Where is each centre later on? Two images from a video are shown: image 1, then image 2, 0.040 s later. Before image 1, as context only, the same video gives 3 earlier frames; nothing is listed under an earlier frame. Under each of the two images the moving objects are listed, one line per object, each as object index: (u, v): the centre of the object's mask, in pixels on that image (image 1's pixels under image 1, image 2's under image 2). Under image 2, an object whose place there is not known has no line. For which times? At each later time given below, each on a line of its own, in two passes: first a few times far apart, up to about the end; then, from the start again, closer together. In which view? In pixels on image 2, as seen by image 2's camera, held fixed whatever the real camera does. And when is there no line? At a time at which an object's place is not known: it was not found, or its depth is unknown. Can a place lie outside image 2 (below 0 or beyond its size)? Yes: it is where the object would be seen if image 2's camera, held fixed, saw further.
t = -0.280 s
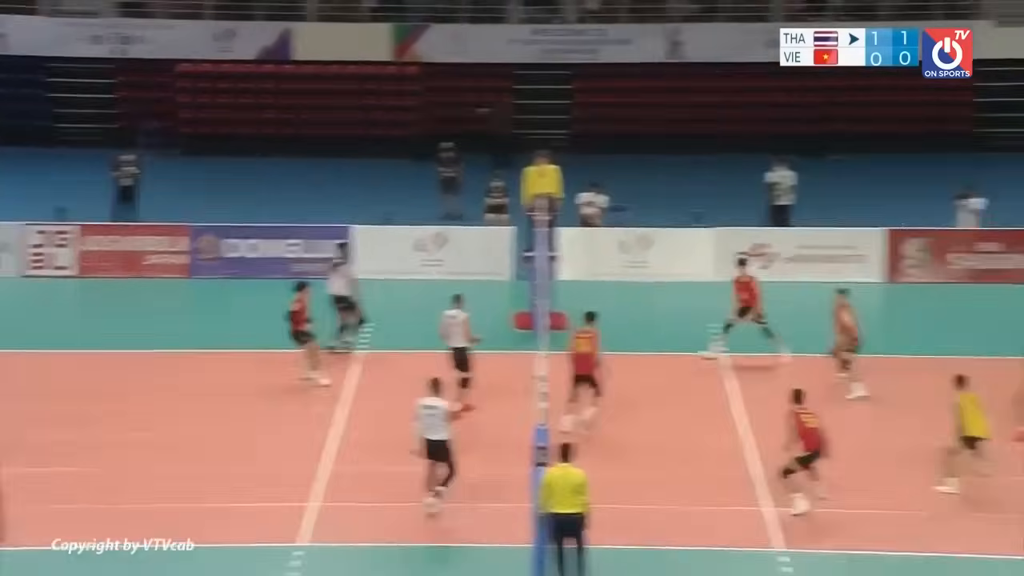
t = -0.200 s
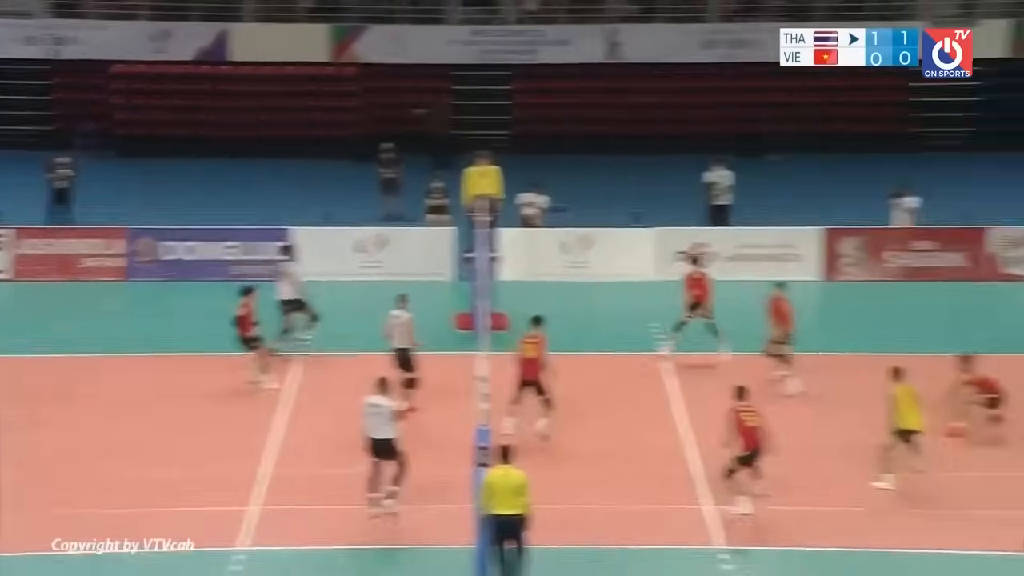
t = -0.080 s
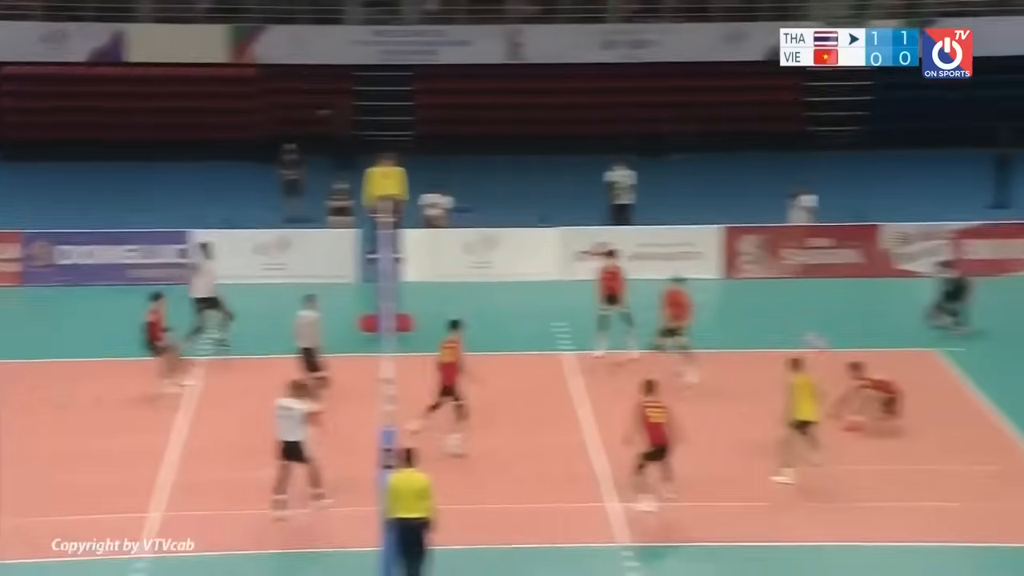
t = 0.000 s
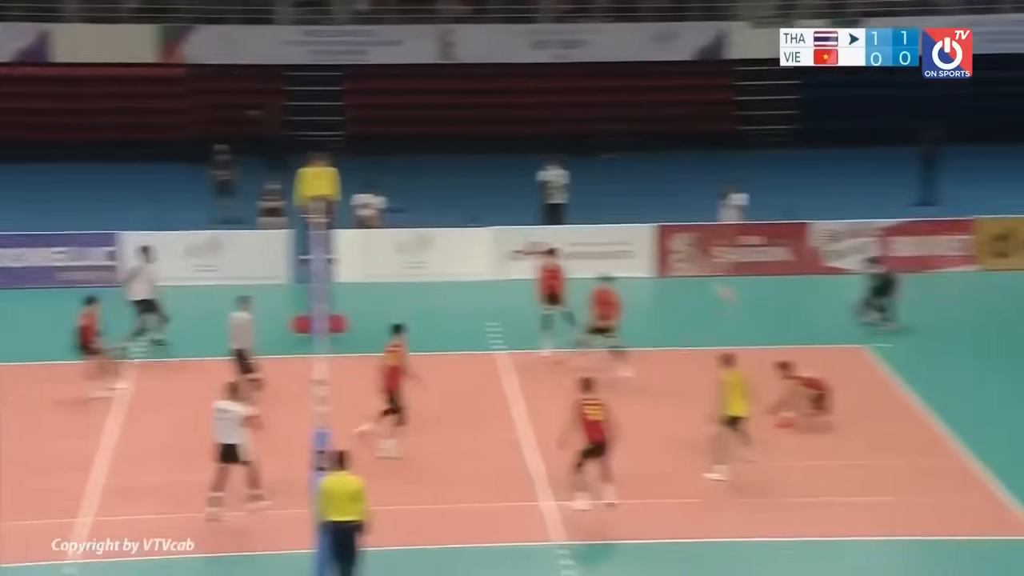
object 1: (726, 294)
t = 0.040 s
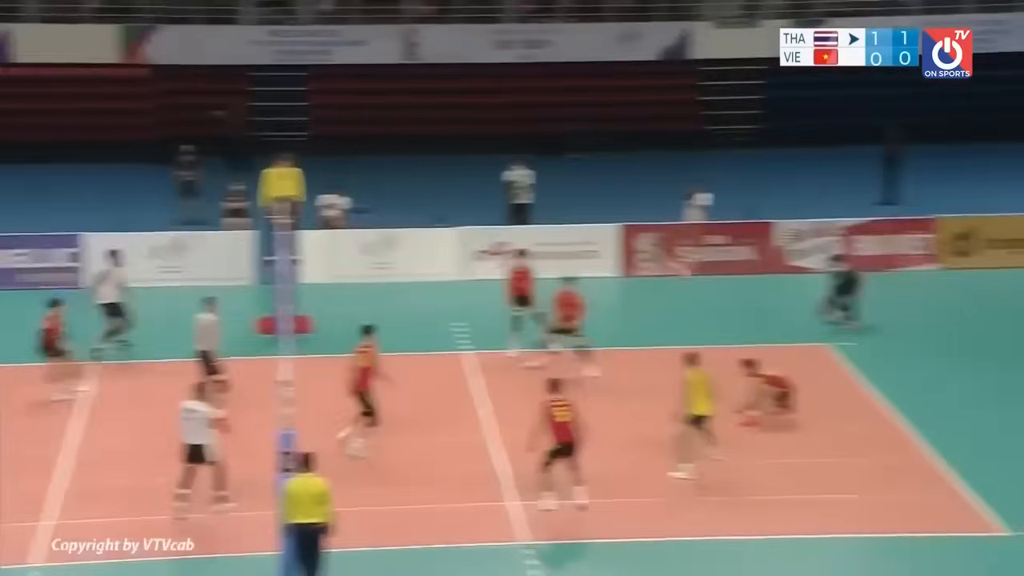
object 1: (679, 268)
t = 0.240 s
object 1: (633, 181)
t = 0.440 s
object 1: (588, 117)
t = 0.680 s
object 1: (538, 73)
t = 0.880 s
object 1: (498, 66)
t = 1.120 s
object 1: (451, 90)
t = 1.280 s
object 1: (420, 126)
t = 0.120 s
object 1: (662, 231)
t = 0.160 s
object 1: (650, 214)
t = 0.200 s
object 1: (640, 197)
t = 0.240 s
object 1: (633, 181)
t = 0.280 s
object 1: (623, 167)
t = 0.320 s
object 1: (614, 153)
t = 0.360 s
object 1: (606, 140)
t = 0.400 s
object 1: (597, 128)
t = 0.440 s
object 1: (588, 117)
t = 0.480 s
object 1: (580, 108)
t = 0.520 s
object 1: (572, 99)
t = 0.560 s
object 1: (563, 91)
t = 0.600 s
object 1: (555, 84)
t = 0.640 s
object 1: (546, 79)
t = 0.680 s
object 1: (538, 73)
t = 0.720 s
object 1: (530, 70)
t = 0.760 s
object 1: (522, 67)
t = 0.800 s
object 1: (514, 66)
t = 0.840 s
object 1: (506, 65)
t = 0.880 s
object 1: (498, 66)
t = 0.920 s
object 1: (490, 67)
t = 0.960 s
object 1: (482, 70)
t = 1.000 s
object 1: (474, 73)
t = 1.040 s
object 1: (467, 78)
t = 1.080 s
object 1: (458, 83)
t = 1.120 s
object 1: (451, 90)
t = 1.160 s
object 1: (443, 97)
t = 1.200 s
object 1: (435, 106)
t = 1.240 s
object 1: (427, 115)
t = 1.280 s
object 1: (420, 126)
